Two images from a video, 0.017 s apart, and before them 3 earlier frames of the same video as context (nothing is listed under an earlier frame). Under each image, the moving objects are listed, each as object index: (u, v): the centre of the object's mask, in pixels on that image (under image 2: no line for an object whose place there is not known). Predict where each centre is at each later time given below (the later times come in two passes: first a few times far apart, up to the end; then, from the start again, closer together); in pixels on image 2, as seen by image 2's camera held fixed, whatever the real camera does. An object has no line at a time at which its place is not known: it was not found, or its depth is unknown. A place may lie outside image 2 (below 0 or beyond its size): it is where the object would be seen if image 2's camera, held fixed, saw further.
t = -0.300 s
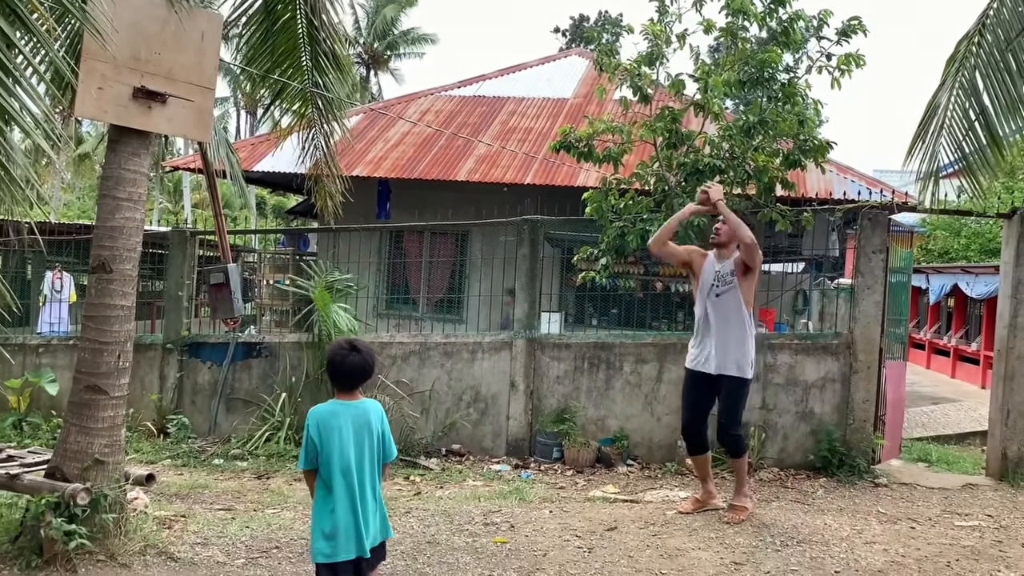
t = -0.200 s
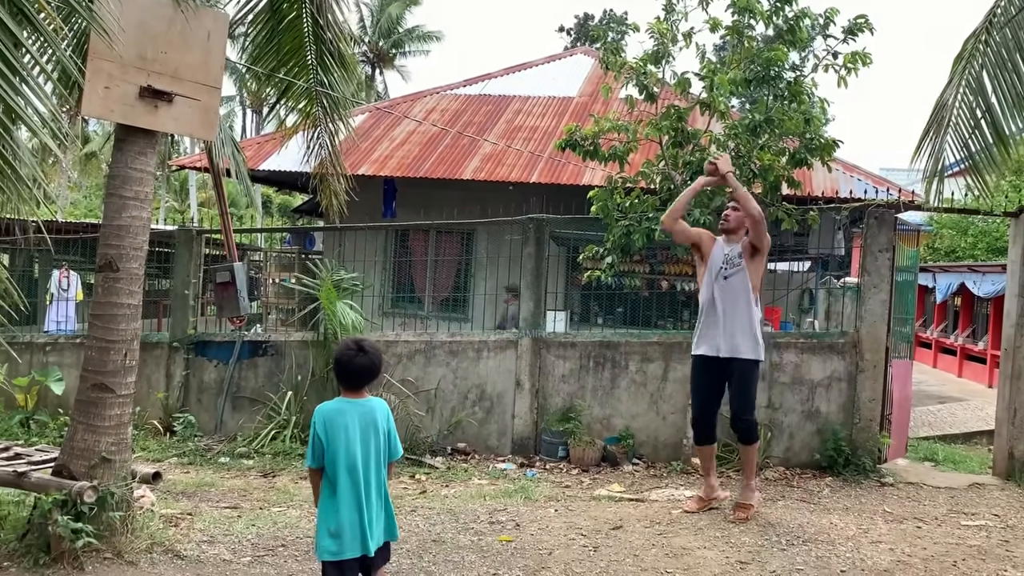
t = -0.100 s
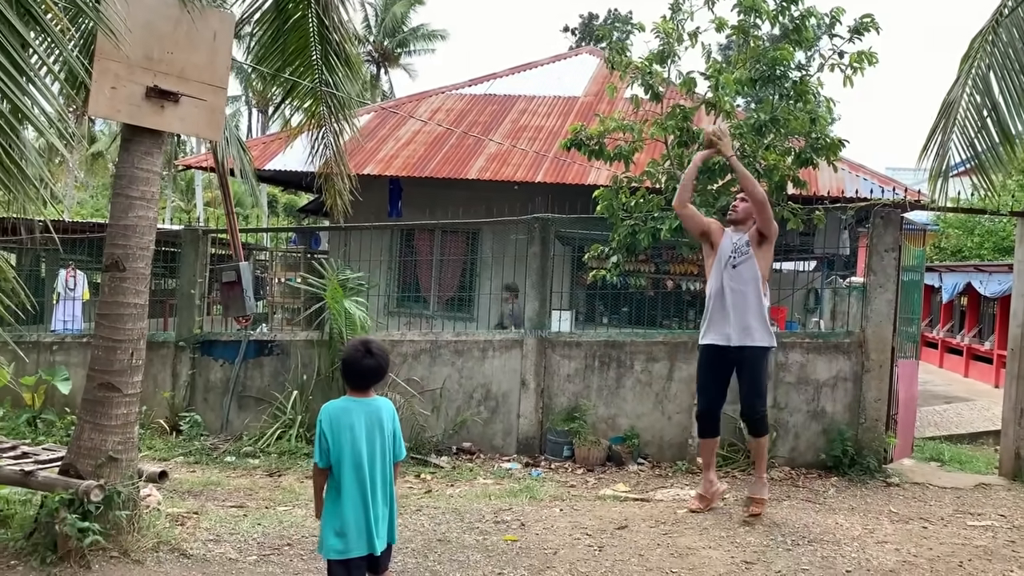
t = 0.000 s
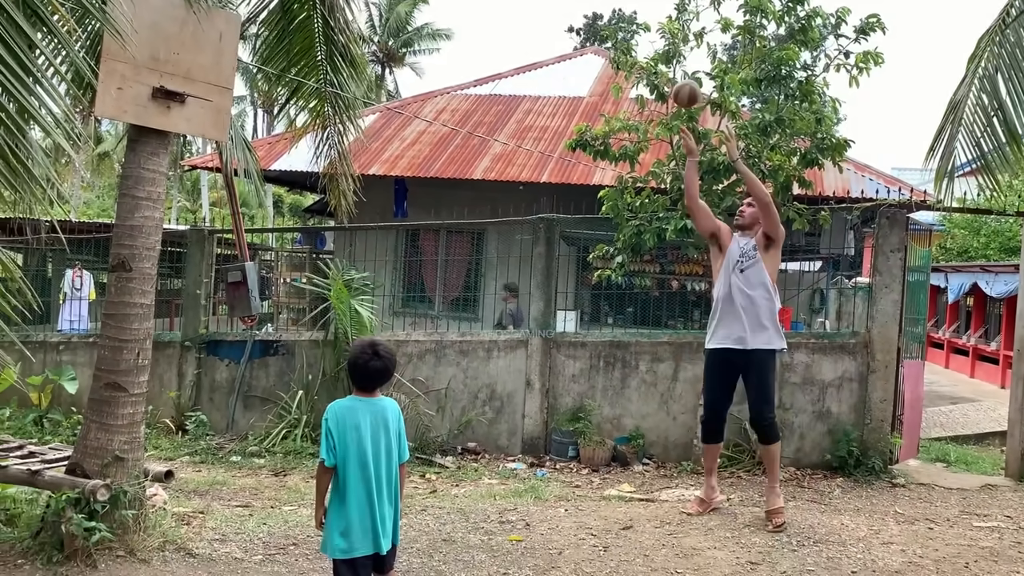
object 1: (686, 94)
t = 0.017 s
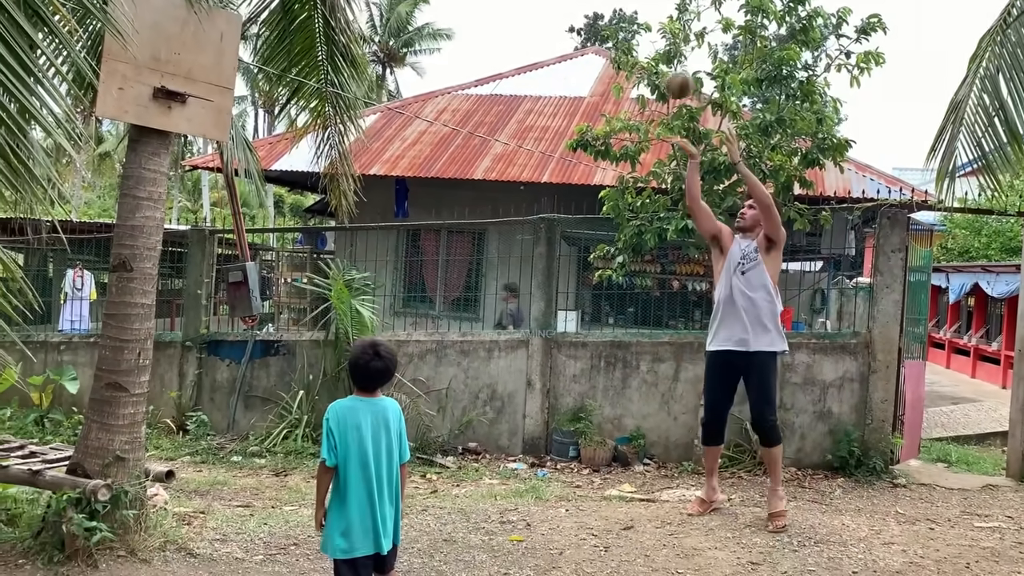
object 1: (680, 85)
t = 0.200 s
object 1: (579, 11)
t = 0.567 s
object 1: (343, 16)
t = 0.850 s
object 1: (239, 159)
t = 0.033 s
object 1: (670, 76)
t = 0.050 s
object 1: (661, 68)
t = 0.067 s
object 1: (652, 59)
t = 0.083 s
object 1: (644, 52)
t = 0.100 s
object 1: (635, 43)
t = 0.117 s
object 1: (626, 37)
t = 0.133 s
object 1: (617, 31)
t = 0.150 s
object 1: (607, 24)
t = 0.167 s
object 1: (598, 19)
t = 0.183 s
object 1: (588, 14)
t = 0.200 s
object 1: (579, 11)
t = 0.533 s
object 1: (365, 6)
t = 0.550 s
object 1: (353, 10)
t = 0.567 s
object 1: (343, 16)
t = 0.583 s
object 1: (329, 22)
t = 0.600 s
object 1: (318, 29)
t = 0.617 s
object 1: (304, 35)
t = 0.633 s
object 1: (292, 43)
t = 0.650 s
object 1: (279, 53)
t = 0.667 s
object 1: (266, 61)
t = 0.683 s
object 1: (252, 71)
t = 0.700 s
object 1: (238, 79)
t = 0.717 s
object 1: (224, 92)
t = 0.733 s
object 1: (214, 103)
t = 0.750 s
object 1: (213, 112)
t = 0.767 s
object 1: (211, 123)
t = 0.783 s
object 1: (217, 128)
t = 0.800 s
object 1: (222, 136)
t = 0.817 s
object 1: (228, 143)
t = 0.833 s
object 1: (234, 150)
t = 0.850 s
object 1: (239, 159)
